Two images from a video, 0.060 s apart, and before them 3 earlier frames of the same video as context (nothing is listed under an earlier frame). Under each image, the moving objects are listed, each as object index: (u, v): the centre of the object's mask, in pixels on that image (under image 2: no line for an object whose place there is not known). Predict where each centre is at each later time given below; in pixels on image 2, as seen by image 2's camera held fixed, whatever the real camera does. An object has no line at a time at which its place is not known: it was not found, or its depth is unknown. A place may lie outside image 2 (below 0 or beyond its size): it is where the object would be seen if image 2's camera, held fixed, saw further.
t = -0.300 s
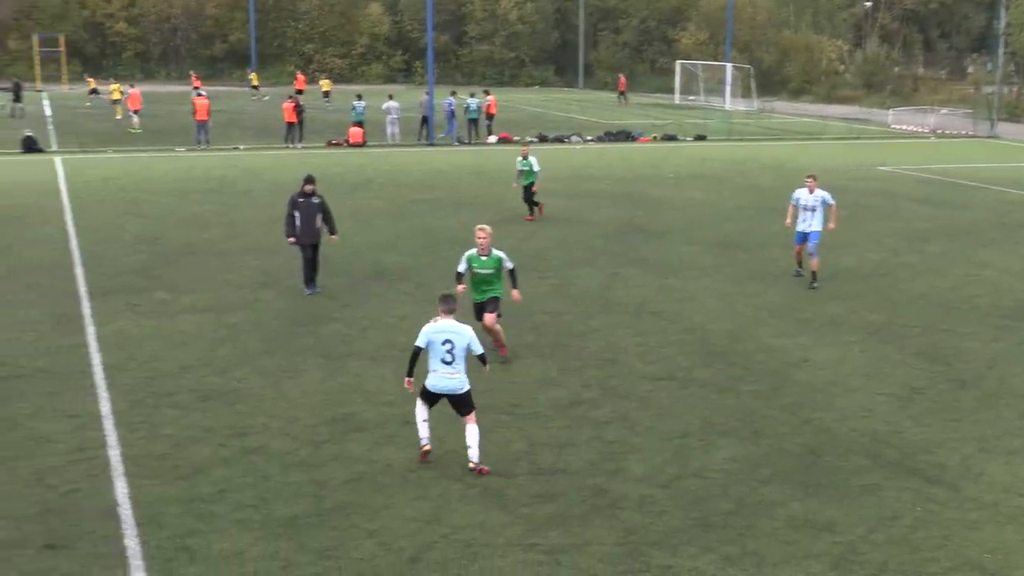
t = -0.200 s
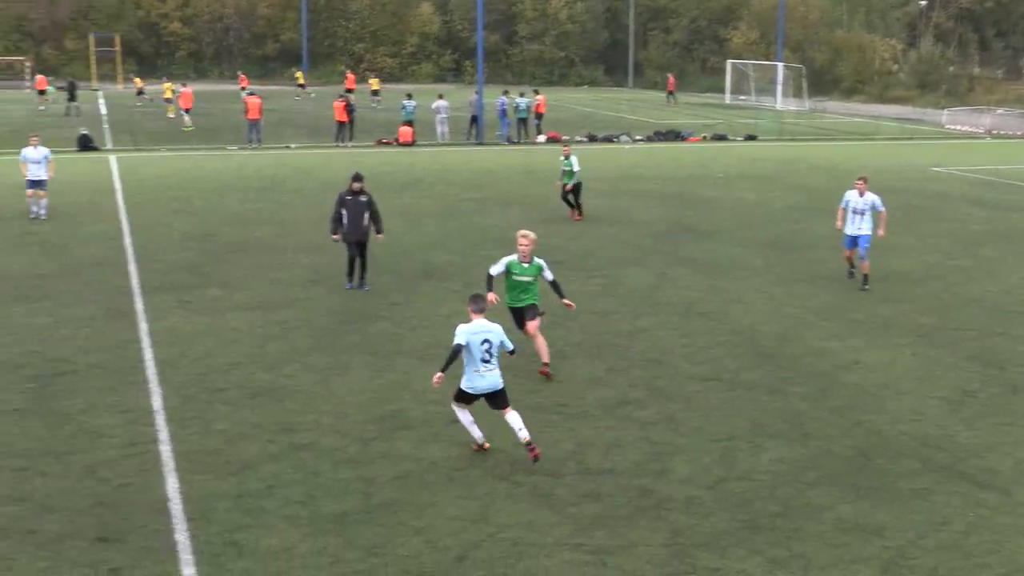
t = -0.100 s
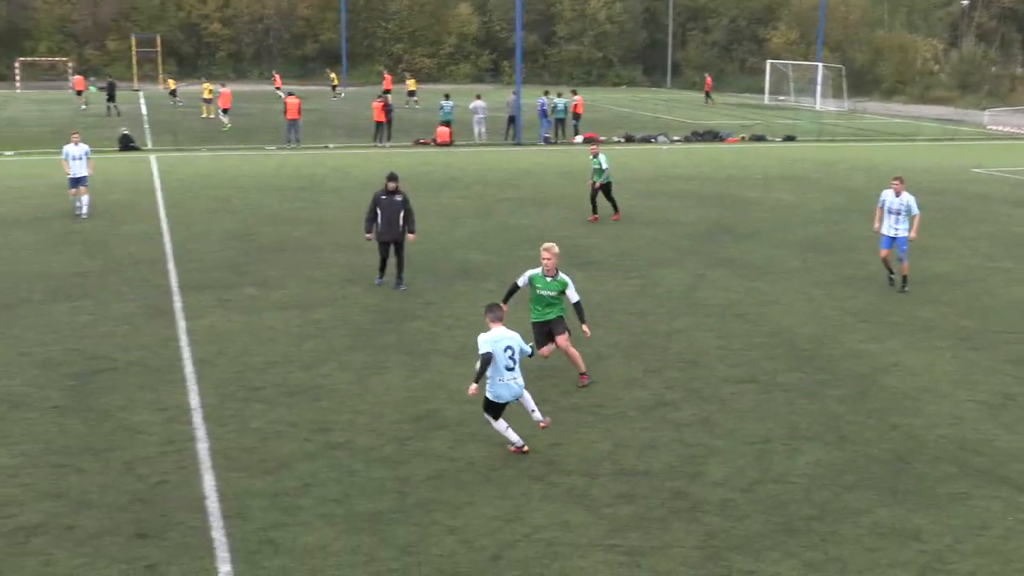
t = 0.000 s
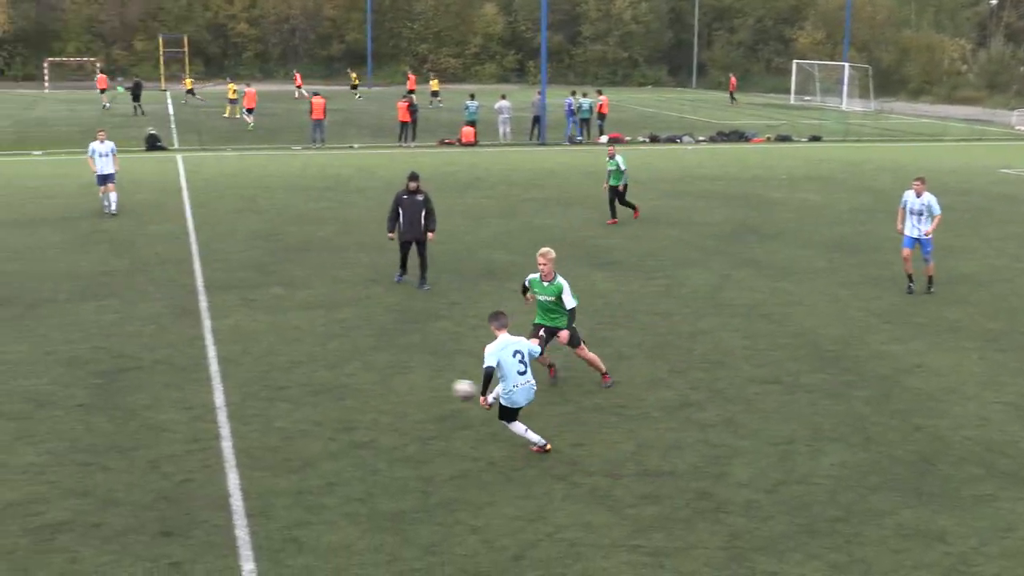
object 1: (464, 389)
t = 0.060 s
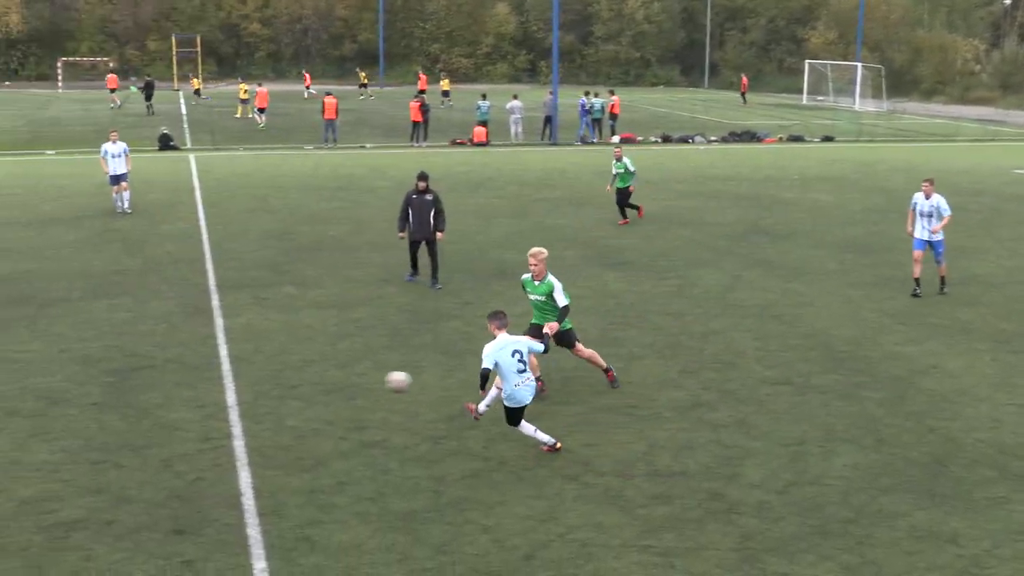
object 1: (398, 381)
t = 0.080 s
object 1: (373, 379)
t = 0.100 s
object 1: (348, 377)
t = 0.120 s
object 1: (322, 377)
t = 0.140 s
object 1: (297, 377)
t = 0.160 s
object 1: (273, 377)
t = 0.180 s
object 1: (250, 376)
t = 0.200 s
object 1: (225, 378)
